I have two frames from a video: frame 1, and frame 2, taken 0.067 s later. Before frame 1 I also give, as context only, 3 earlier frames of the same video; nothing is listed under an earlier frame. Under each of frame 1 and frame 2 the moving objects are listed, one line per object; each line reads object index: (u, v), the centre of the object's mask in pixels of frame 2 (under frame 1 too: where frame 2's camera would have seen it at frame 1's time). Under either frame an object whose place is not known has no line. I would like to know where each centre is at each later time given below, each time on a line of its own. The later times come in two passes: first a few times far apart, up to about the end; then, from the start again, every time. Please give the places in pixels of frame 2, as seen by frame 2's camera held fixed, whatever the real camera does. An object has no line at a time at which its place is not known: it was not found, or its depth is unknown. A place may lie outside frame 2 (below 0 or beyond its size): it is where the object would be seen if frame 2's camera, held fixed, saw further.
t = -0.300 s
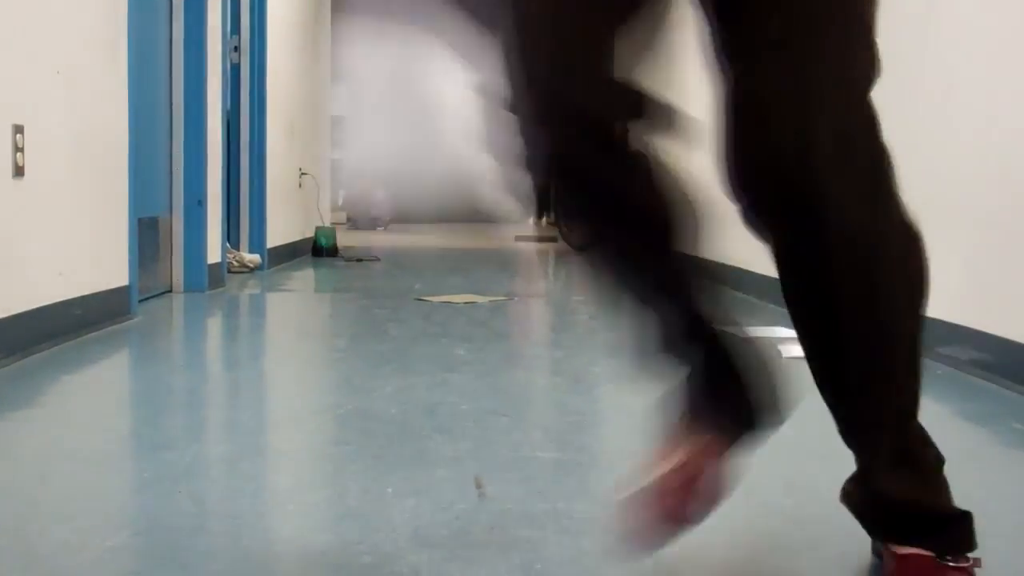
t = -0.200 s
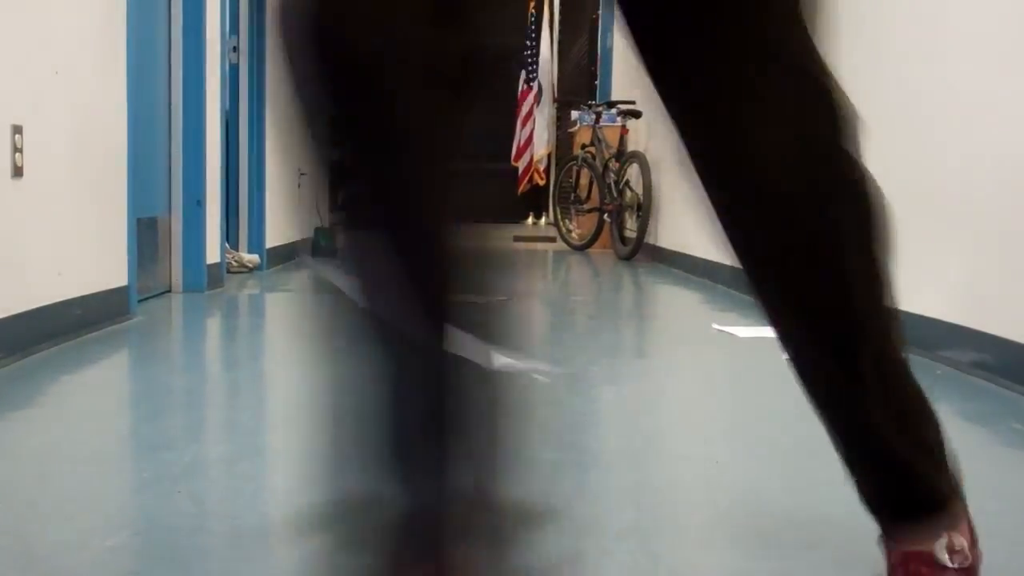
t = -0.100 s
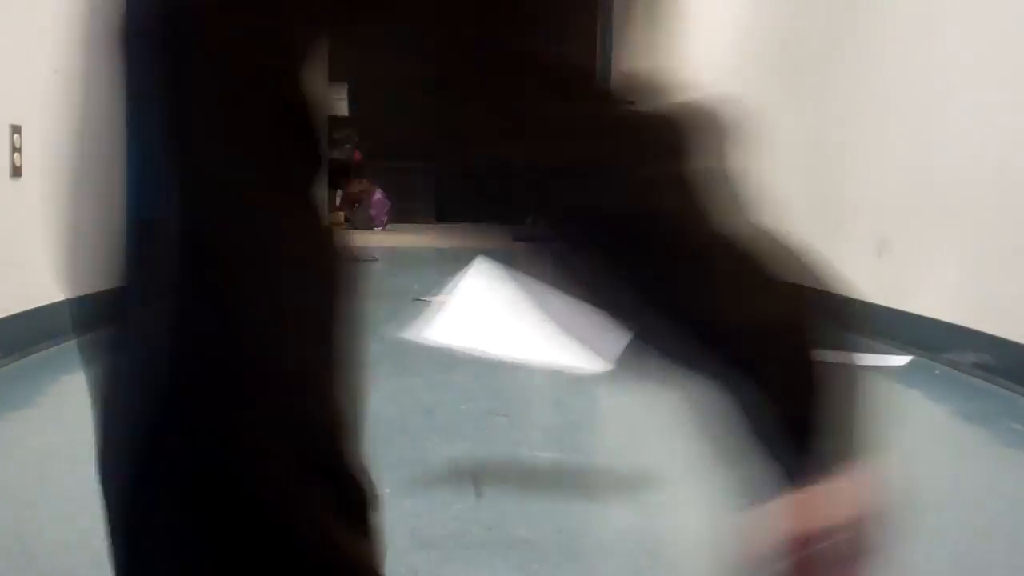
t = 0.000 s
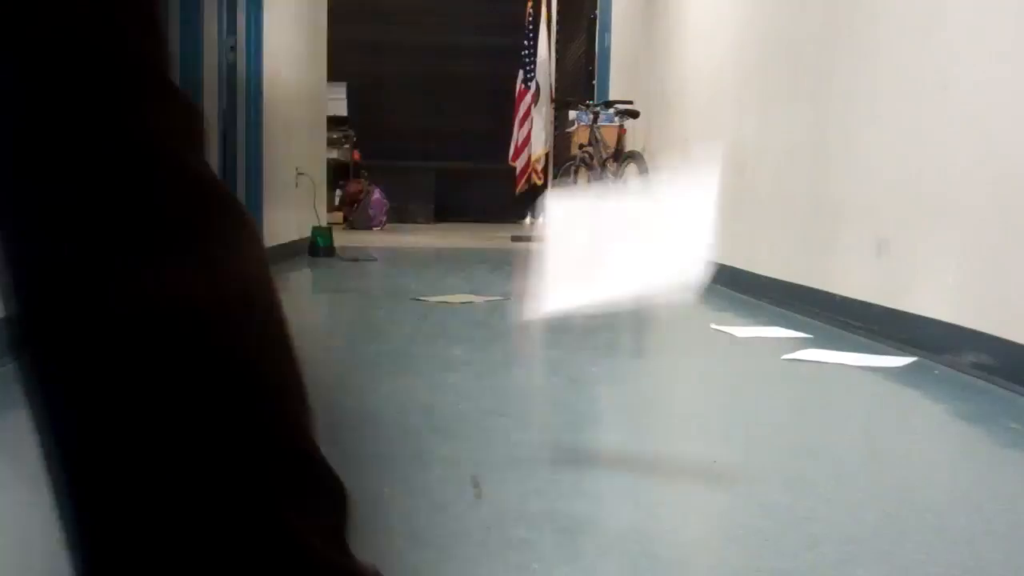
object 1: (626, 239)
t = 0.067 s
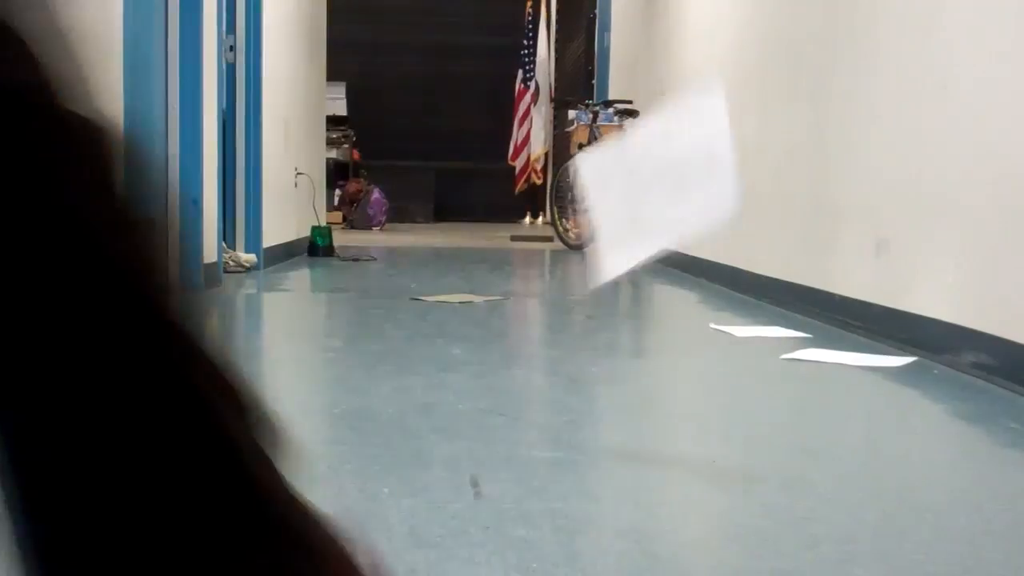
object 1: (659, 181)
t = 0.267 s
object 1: (682, 163)
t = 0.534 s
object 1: (668, 449)
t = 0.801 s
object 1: (699, 472)
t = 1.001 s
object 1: (804, 556)
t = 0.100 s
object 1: (668, 162)
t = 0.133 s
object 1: (676, 146)
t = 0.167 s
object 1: (682, 139)
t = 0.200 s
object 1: (683, 138)
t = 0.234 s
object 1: (684, 147)
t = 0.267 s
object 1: (682, 163)
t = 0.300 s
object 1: (678, 184)
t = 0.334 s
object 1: (673, 221)
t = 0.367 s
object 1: (669, 257)
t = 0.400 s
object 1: (666, 292)
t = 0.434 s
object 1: (659, 381)
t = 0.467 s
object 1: (659, 419)
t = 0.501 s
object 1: (662, 419)
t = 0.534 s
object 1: (668, 449)
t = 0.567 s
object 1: (677, 456)
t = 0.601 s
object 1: (686, 462)
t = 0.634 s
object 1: (694, 466)
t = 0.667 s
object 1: (684, 450)
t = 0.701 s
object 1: (703, 465)
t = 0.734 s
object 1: (687, 505)
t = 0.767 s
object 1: (686, 506)
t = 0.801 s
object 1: (699, 472)
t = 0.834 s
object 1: (729, 501)
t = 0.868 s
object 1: (748, 522)
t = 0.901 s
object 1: (741, 526)
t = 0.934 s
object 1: (752, 539)
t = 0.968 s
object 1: (771, 550)
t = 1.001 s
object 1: (804, 556)
